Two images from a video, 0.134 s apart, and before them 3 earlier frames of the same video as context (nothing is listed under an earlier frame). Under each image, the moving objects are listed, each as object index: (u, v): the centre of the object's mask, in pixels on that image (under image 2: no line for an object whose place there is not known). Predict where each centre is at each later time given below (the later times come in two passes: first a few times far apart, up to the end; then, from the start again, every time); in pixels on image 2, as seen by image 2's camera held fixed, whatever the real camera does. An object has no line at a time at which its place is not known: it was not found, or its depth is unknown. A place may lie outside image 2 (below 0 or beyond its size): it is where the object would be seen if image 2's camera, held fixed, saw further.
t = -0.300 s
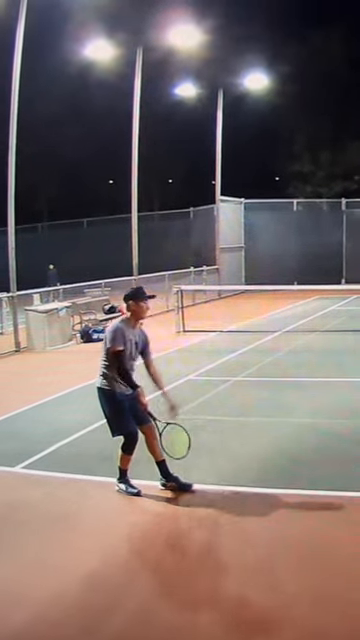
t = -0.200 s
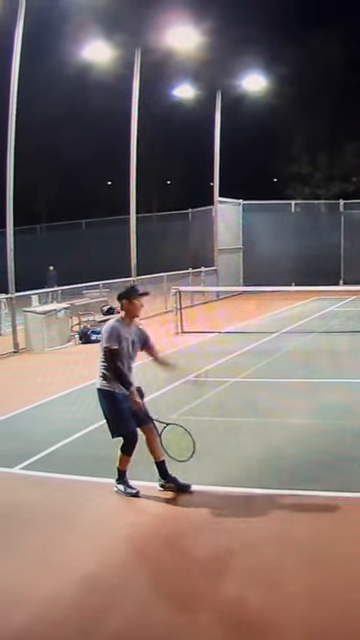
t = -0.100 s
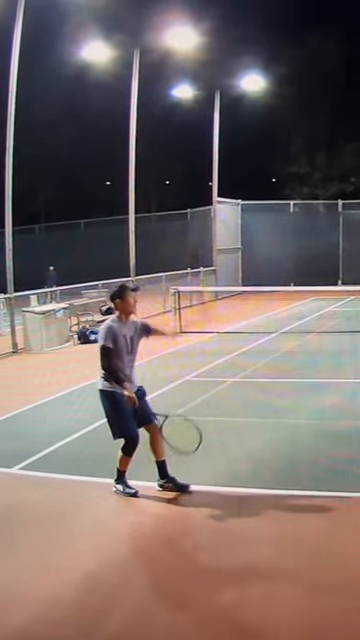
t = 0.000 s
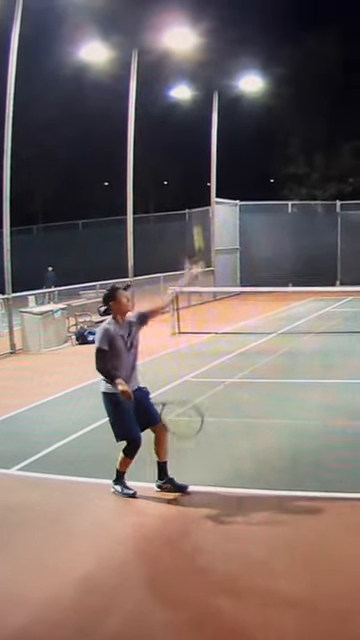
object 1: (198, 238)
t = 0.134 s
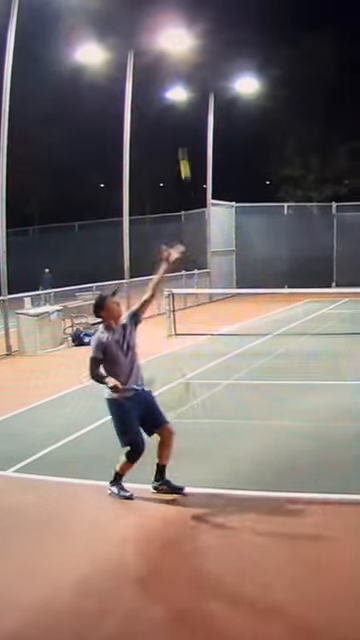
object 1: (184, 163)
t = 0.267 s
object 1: (176, 119)
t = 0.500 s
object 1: (162, 97)
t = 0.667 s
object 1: (150, 118)
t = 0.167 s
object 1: (182, 148)
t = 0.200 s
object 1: (180, 138)
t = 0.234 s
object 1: (178, 129)
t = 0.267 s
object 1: (176, 119)
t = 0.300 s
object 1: (174, 113)
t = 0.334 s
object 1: (172, 107)
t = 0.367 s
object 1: (171, 103)
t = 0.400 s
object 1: (169, 101)
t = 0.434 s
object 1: (168, 99)
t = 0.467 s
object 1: (164, 97)
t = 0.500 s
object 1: (162, 97)
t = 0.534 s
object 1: (160, 98)
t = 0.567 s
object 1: (157, 102)
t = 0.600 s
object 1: (155, 106)
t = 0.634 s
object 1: (153, 111)
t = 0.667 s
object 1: (150, 118)
